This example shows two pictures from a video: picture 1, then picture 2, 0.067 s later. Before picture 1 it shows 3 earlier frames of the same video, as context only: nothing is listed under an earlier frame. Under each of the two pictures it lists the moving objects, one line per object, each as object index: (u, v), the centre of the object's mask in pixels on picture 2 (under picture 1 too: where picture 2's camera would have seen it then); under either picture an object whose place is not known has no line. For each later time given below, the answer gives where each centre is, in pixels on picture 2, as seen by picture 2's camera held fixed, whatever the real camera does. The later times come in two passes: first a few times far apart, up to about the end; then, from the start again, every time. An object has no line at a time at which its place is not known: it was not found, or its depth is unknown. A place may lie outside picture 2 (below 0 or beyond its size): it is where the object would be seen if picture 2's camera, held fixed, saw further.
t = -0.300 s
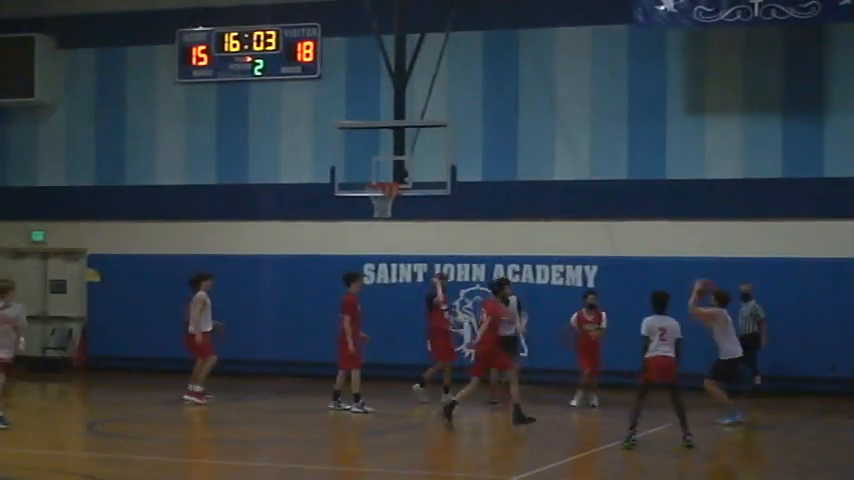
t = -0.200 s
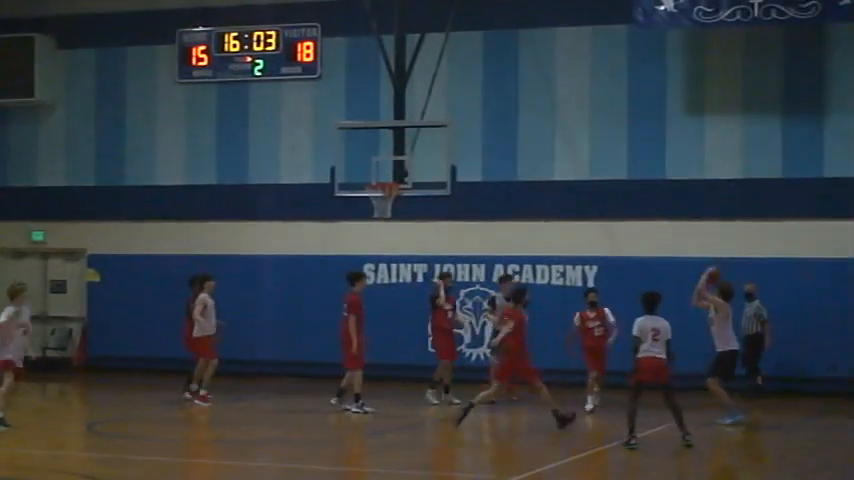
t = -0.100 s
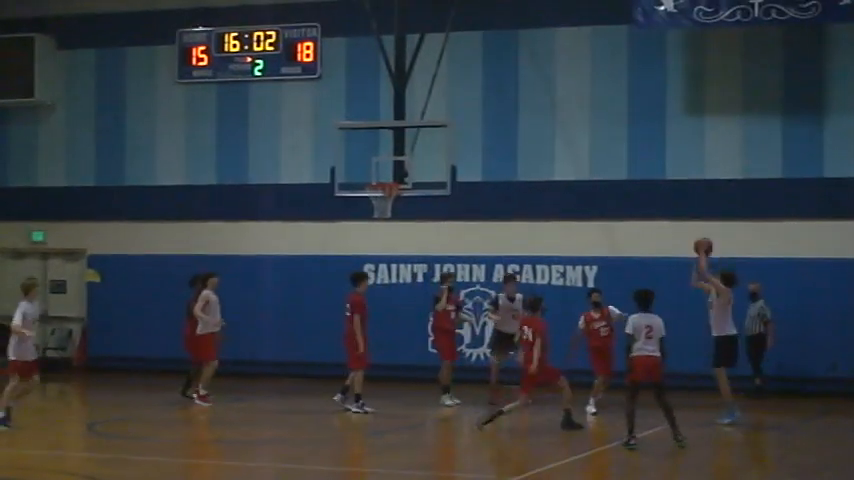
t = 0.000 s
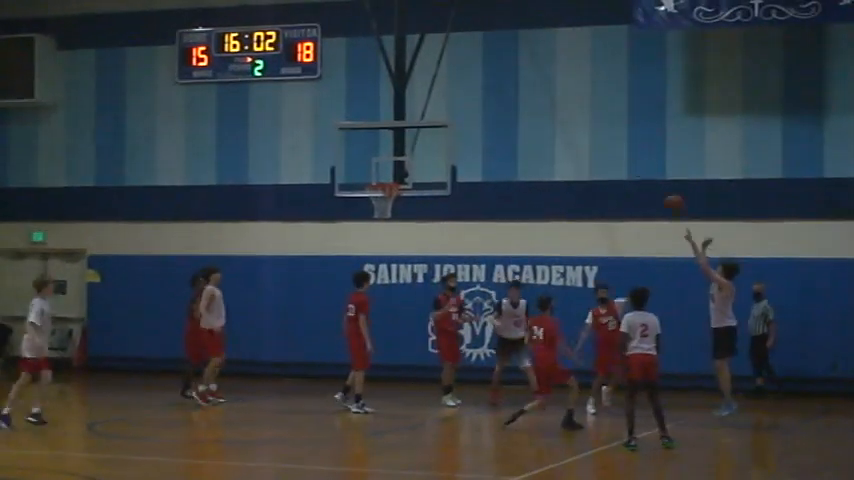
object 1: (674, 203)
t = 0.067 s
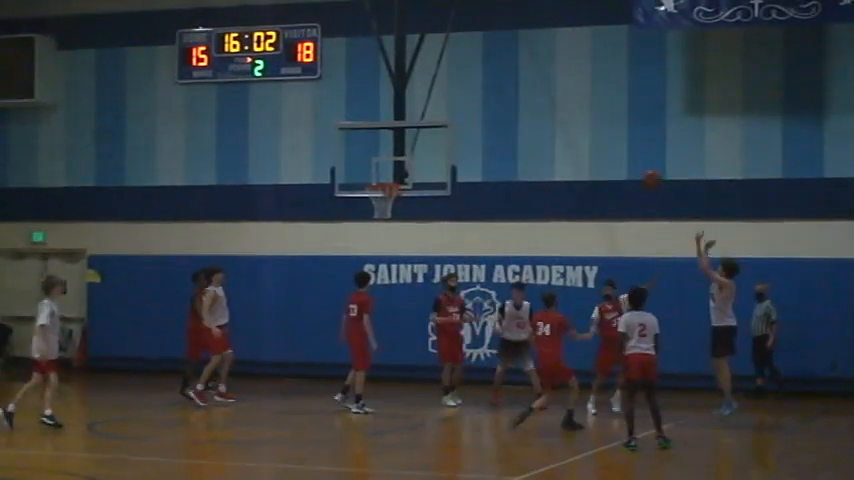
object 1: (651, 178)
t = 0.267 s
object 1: (588, 126)
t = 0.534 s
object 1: (511, 105)
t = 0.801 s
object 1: (439, 135)
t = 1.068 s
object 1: (376, 170)
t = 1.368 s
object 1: (317, 182)
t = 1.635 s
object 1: (265, 243)
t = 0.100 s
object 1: (641, 168)
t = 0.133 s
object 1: (630, 159)
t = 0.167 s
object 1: (620, 149)
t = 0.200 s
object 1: (608, 140)
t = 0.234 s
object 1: (599, 133)
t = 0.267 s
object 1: (588, 126)
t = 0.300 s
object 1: (579, 121)
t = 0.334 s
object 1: (568, 116)
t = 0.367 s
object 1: (558, 112)
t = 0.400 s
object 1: (549, 110)
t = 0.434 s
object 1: (539, 107)
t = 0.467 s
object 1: (530, 106)
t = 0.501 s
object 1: (520, 105)
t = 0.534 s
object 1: (511, 105)
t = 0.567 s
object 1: (502, 106)
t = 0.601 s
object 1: (493, 108)
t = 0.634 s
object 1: (483, 111)
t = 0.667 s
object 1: (474, 115)
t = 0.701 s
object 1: (465, 119)
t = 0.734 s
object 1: (455, 124)
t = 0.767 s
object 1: (447, 129)
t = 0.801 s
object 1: (439, 135)
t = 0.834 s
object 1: (430, 143)
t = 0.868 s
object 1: (422, 151)
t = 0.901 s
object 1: (414, 158)
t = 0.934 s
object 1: (405, 168)
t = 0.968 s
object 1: (398, 176)
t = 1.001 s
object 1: (389, 176)
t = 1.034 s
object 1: (383, 172)
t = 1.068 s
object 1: (376, 170)
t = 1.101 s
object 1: (369, 168)
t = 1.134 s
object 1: (363, 168)
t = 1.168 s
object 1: (355, 167)
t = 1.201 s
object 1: (350, 168)
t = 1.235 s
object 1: (341, 169)
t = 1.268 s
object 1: (336, 171)
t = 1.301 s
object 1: (330, 174)
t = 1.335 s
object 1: (322, 179)
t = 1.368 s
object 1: (317, 182)
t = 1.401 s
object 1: (308, 185)
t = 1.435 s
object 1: (303, 193)
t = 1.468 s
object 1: (296, 199)
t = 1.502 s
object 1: (289, 205)
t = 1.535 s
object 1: (285, 214)
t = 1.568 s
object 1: (277, 223)
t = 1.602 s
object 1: (271, 233)
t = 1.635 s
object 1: (265, 243)
